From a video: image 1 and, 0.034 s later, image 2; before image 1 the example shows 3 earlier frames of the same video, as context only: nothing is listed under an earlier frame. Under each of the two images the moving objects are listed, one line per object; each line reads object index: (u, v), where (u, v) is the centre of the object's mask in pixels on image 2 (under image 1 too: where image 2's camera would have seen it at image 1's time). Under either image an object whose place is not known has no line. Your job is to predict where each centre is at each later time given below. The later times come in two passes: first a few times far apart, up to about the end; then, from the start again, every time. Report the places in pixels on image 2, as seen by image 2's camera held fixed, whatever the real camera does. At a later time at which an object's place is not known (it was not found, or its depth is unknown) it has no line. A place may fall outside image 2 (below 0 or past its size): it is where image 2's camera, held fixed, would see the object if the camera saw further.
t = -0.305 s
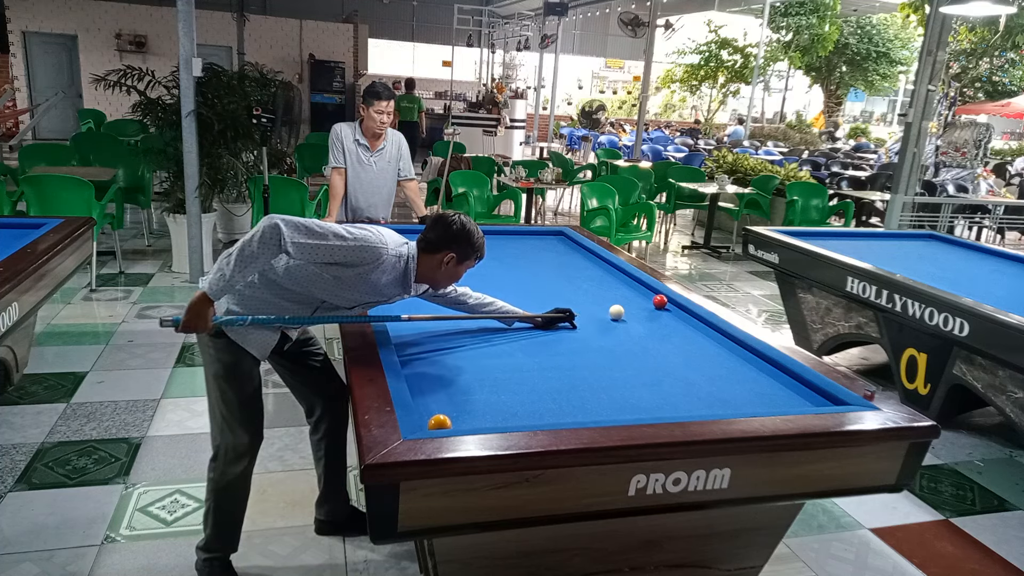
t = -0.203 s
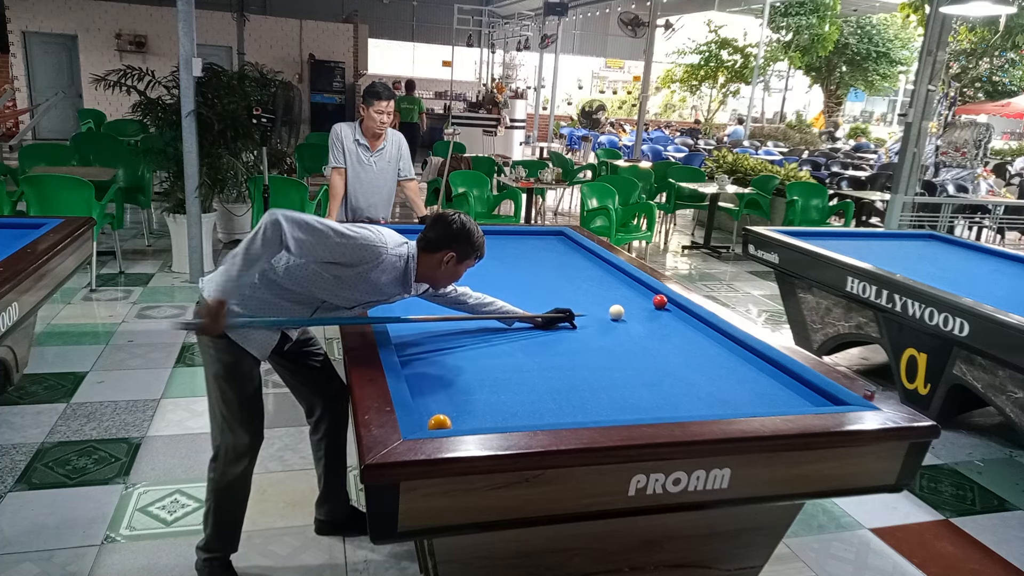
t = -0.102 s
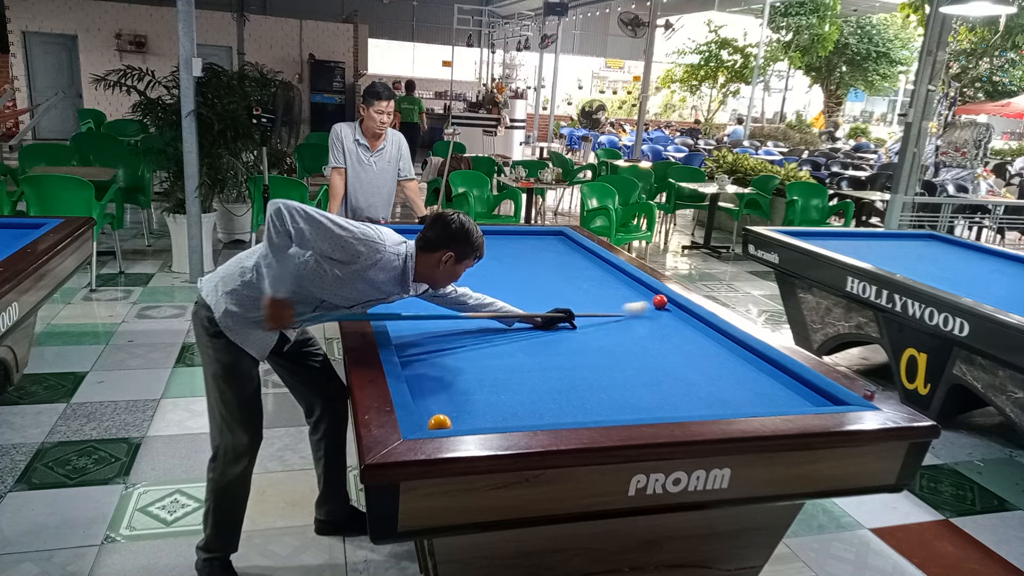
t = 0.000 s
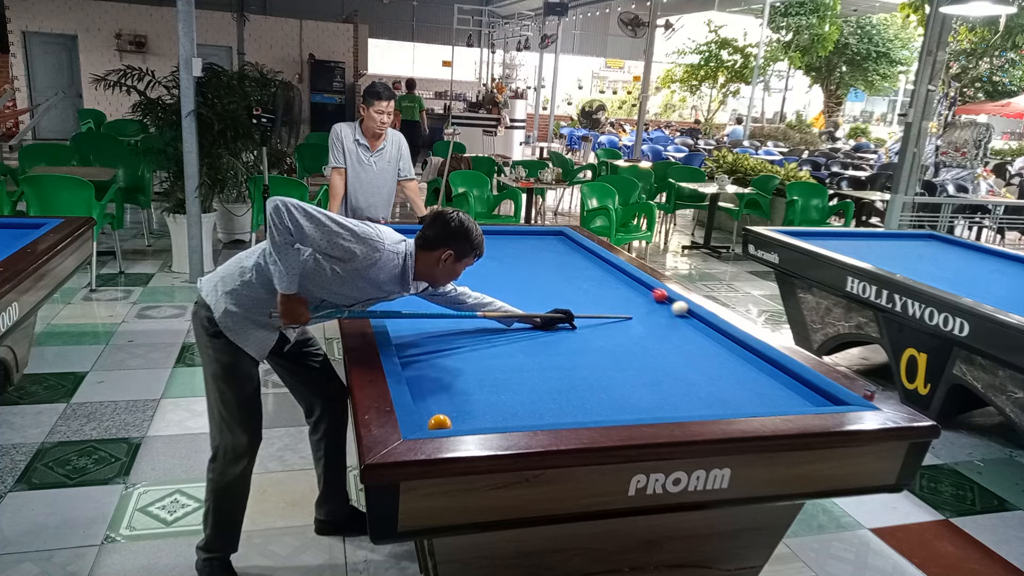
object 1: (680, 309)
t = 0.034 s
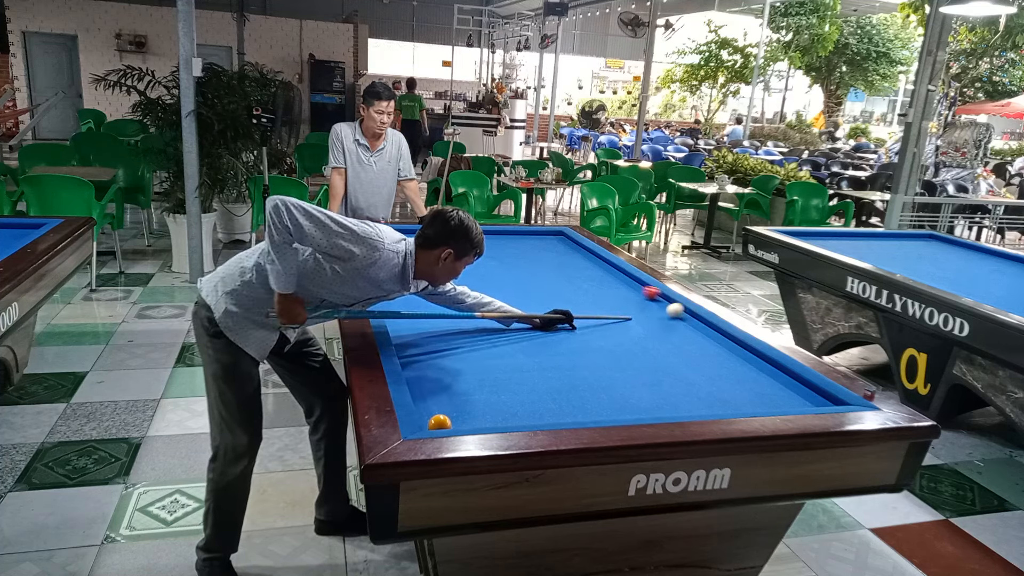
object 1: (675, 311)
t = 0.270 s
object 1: (641, 326)
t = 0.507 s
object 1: (604, 342)
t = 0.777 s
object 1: (557, 363)
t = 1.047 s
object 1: (501, 389)
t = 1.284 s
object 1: (442, 409)
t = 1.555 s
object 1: (458, 404)
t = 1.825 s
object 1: (481, 397)
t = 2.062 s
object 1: (499, 389)
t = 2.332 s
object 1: (519, 382)
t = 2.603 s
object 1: (536, 375)
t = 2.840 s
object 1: (550, 370)
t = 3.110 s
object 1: (565, 364)
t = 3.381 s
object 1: (578, 358)
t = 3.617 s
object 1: (589, 354)
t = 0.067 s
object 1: (670, 314)
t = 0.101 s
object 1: (665, 317)
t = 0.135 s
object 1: (660, 318)
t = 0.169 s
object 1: (655, 320)
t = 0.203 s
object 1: (650, 322)
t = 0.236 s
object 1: (645, 324)
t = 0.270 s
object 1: (641, 326)
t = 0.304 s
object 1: (635, 328)
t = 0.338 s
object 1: (631, 330)
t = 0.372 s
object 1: (625, 333)
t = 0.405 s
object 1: (620, 335)
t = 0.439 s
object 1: (615, 337)
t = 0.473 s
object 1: (610, 340)
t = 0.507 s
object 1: (604, 342)
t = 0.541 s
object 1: (599, 344)
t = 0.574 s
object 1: (593, 347)
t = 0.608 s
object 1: (588, 349)
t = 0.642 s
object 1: (582, 352)
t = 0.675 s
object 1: (576, 354)
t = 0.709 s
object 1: (570, 358)
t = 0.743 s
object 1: (564, 360)
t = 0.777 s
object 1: (557, 363)
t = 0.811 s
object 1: (551, 366)
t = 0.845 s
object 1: (544, 369)
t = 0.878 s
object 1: (537, 372)
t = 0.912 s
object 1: (530, 375)
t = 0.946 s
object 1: (523, 379)
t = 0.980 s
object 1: (516, 382)
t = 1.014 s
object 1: (508, 385)
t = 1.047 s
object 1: (501, 389)
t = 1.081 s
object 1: (492, 392)
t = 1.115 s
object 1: (484, 396)
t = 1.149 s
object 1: (476, 400)
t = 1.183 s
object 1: (467, 403)
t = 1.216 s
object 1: (459, 405)
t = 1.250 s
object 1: (450, 407)
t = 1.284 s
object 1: (442, 409)
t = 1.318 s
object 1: (429, 414)
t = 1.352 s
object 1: (430, 414)
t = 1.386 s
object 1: (437, 411)
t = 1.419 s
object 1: (443, 408)
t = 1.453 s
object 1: (447, 407)
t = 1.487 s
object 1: (451, 406)
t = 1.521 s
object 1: (455, 405)
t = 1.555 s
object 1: (458, 404)
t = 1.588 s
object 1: (461, 404)
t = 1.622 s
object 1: (463, 403)
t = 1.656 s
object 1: (466, 402)
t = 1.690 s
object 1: (469, 401)
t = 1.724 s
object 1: (472, 401)
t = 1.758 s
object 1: (475, 399)
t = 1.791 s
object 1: (478, 398)
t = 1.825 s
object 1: (481, 397)
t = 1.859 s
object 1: (484, 396)
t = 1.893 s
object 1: (486, 395)
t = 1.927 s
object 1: (489, 394)
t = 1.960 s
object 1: (492, 392)
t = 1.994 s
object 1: (494, 392)
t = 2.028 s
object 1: (497, 391)
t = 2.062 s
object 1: (499, 389)
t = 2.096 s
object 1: (502, 389)
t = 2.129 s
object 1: (504, 388)
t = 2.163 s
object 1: (507, 387)
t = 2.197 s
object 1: (509, 386)
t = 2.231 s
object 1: (511, 385)
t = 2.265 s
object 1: (514, 384)
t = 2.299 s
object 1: (516, 383)
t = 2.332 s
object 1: (519, 382)
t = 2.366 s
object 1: (521, 381)
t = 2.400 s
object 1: (523, 380)
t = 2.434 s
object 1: (525, 379)
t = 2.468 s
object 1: (528, 378)
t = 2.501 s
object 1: (530, 378)
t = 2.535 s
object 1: (532, 377)
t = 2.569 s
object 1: (534, 376)
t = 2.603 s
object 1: (536, 375)
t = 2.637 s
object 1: (538, 374)
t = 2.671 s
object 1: (540, 373)
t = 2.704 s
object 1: (542, 373)
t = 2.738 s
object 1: (544, 372)
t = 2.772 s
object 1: (546, 371)
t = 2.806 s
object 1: (548, 370)
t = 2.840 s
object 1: (550, 370)
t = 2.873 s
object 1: (552, 369)
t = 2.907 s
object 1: (554, 368)
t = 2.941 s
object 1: (556, 367)
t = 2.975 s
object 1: (558, 367)
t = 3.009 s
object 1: (560, 366)
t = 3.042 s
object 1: (561, 365)
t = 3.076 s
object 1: (563, 365)
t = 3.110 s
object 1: (565, 364)
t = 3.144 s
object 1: (567, 363)
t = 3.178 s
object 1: (569, 363)
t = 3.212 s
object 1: (570, 362)
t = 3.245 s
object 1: (572, 361)
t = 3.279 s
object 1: (573, 361)
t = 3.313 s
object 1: (575, 360)
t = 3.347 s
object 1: (577, 359)
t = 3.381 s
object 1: (578, 358)
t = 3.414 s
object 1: (580, 358)
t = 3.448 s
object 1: (582, 357)
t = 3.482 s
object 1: (583, 357)
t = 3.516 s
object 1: (585, 356)
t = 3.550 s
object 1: (586, 355)
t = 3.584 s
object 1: (588, 355)
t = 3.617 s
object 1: (589, 354)
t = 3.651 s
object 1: (591, 354)
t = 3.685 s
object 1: (592, 353)
